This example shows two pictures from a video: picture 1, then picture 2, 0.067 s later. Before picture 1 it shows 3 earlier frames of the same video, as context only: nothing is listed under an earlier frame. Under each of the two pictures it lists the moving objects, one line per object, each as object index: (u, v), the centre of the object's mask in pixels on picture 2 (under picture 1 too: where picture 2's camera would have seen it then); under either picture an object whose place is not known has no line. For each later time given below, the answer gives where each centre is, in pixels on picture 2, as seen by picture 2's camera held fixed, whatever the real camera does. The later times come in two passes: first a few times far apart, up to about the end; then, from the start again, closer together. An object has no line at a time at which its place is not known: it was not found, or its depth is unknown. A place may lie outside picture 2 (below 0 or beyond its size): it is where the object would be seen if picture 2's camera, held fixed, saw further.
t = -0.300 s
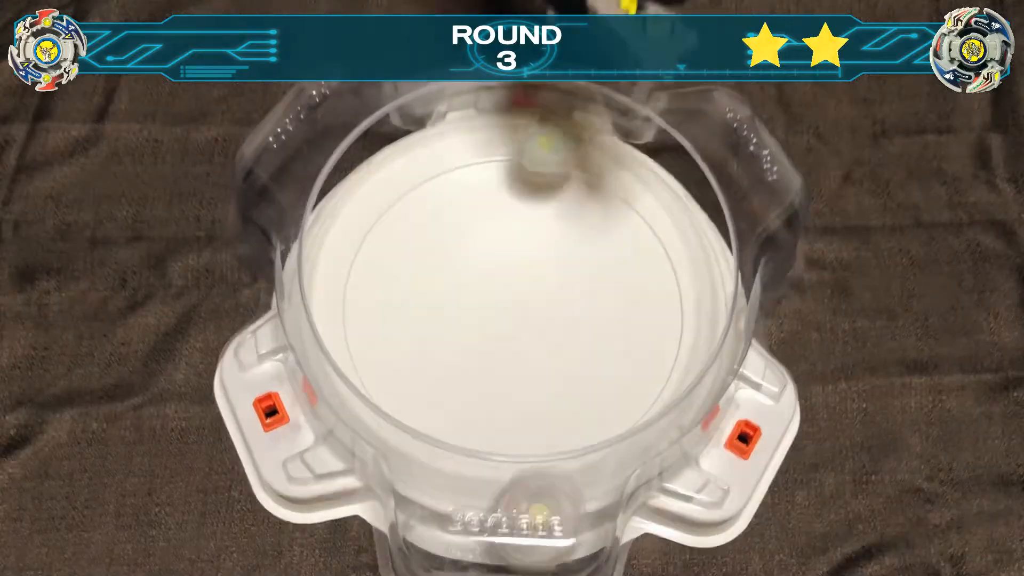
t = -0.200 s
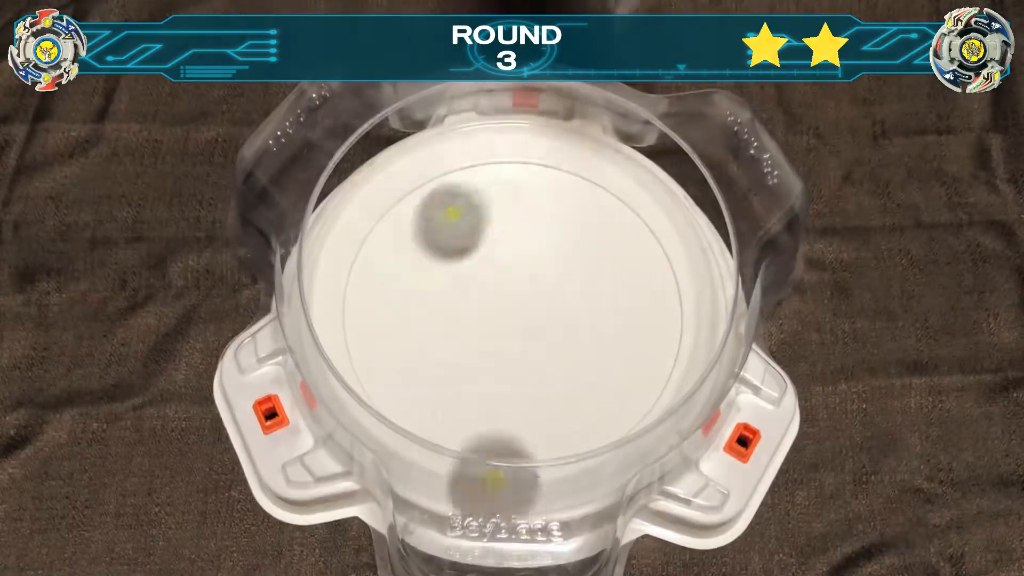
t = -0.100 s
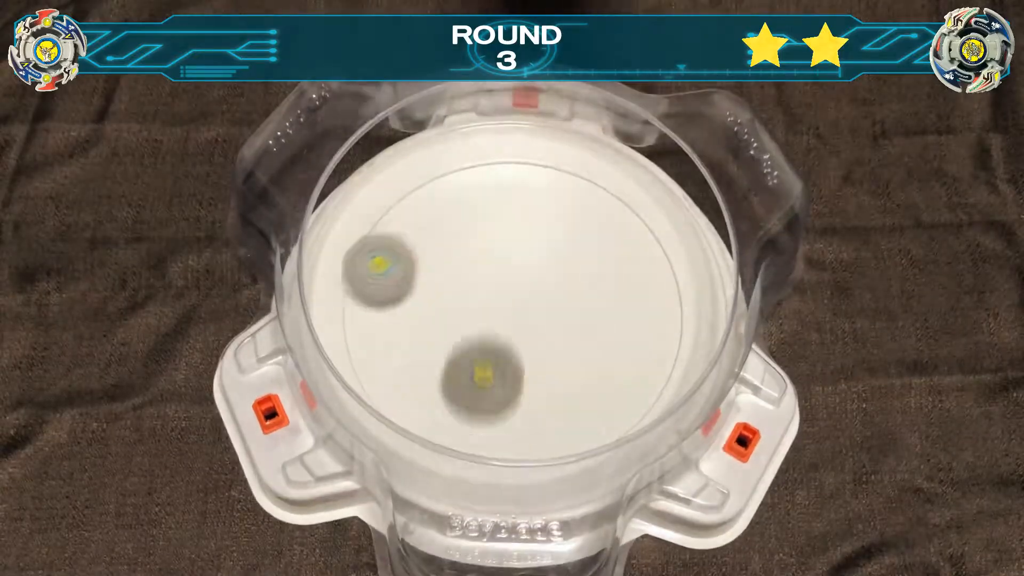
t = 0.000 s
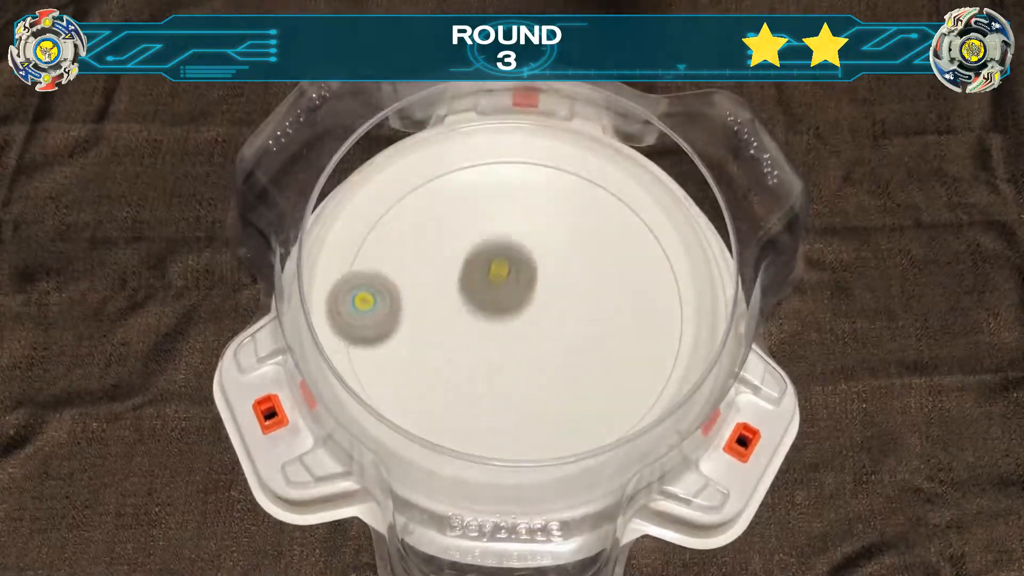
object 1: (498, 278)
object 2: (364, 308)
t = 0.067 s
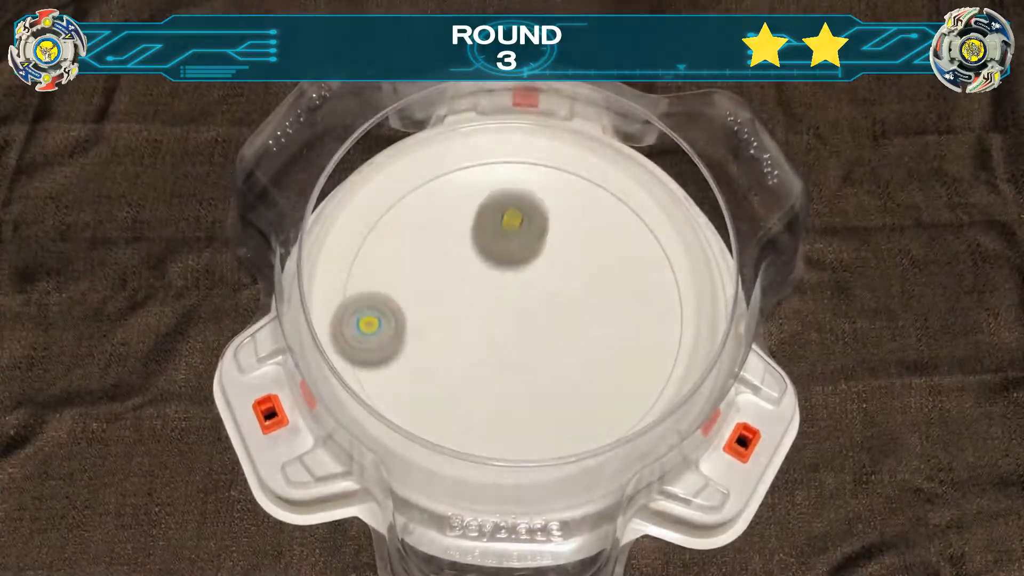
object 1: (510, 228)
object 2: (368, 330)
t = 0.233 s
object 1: (509, 195)
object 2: (405, 376)
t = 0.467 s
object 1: (472, 220)
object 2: (491, 396)
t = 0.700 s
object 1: (462, 267)
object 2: (566, 365)
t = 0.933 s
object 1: (482, 310)
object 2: (601, 304)
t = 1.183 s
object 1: (519, 328)
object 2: (581, 238)
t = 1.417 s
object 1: (546, 327)
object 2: (518, 225)
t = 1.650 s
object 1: (562, 317)
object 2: (470, 277)
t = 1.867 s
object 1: (562, 310)
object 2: (479, 339)
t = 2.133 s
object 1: (551, 305)
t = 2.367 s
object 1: (537, 310)
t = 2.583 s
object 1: (519, 316)
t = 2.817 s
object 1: (493, 329)
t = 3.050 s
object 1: (463, 365)
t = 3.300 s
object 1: (473, 379)
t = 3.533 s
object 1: (488, 375)
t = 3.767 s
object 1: (502, 377)
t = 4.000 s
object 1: (512, 455)
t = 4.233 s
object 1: (548, 428)
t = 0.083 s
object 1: (513, 220)
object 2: (370, 335)
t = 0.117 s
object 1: (518, 206)
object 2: (376, 345)
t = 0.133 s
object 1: (519, 201)
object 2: (379, 350)
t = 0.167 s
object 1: (519, 194)
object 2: (387, 359)
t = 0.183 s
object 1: (517, 194)
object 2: (391, 364)
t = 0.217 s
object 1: (513, 194)
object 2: (400, 372)
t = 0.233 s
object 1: (509, 195)
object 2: (405, 376)
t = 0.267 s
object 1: (503, 197)
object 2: (416, 382)
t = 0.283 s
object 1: (500, 199)
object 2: (422, 385)
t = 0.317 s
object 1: (494, 202)
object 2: (434, 390)
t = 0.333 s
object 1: (492, 203)
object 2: (440, 391)
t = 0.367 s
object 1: (486, 206)
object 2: (453, 394)
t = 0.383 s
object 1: (483, 208)
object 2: (459, 396)
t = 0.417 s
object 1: (479, 212)
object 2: (472, 397)
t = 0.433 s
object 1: (476, 215)
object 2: (478, 397)
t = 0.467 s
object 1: (472, 220)
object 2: (491, 396)
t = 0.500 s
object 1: (468, 225)
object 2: (503, 394)
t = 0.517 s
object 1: (466, 228)
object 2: (509, 393)
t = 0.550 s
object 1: (464, 235)
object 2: (521, 390)
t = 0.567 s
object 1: (463, 238)
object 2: (527, 388)
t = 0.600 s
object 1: (461, 245)
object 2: (538, 383)
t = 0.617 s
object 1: (461, 249)
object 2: (543, 380)
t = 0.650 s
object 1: (461, 256)
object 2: (553, 375)
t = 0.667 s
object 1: (461, 260)
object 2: (557, 372)
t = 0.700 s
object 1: (462, 267)
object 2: (566, 365)
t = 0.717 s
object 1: (462, 271)
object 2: (570, 361)
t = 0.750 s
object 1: (464, 278)
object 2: (577, 354)
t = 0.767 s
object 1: (465, 281)
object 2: (581, 350)
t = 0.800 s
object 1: (468, 288)
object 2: (587, 341)
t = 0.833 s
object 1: (470, 294)
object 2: (592, 332)
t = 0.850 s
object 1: (472, 297)
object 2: (594, 328)
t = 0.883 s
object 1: (475, 303)
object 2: (597, 318)
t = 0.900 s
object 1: (477, 305)
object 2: (599, 314)
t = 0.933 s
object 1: (482, 310)
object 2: (601, 304)
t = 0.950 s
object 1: (484, 312)
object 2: (602, 300)
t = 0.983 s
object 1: (488, 315)
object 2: (602, 290)
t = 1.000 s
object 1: (491, 316)
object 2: (602, 285)
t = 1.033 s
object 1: (496, 319)
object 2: (601, 276)
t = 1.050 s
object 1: (498, 320)
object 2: (600, 271)
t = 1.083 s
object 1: (503, 323)
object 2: (597, 262)
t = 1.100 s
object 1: (506, 324)
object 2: (595, 258)
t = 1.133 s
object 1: (511, 326)
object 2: (590, 250)
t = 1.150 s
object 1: (514, 327)
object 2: (587, 246)
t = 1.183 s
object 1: (519, 328)
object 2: (581, 238)
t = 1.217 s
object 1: (523, 329)
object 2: (574, 232)
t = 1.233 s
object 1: (525, 329)
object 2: (570, 229)
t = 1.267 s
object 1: (530, 329)
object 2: (561, 225)
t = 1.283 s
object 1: (532, 330)
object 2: (556, 224)
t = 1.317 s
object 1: (536, 329)
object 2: (547, 222)
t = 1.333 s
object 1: (538, 329)
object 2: (542, 221)
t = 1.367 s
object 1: (541, 329)
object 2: (532, 222)
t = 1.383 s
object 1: (543, 328)
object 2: (527, 223)
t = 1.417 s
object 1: (546, 327)
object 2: (518, 225)
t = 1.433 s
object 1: (548, 327)
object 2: (513, 227)
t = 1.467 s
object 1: (550, 326)
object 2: (504, 232)
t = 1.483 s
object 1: (552, 325)
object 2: (499, 235)
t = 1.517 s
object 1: (554, 324)
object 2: (491, 241)
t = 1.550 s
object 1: (556, 322)
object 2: (484, 250)
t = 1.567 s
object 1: (557, 322)
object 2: (481, 254)
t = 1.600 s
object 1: (559, 320)
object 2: (476, 263)
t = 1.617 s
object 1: (560, 319)
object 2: (473, 267)
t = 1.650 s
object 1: (562, 317)
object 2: (470, 277)
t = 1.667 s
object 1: (562, 317)
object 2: (469, 282)
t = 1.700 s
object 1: (563, 315)
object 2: (467, 292)
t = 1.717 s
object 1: (564, 315)
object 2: (467, 297)
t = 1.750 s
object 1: (564, 313)
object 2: (468, 307)
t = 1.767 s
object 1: (564, 313)
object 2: (468, 312)
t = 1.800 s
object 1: (564, 312)
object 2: (471, 321)
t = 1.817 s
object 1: (563, 311)
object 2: (472, 326)
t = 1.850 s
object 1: (562, 310)
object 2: (477, 335)
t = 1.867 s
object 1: (562, 310)
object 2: (479, 339)
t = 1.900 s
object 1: (561, 309)
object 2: (485, 347)
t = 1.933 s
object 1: (560, 308)
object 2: (492, 354)
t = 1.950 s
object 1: (559, 308)
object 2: (496, 357)
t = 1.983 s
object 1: (558, 307)
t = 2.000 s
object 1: (558, 307)
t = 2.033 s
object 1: (556, 306)
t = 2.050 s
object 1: (555, 306)
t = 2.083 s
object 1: (554, 305)
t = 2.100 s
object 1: (553, 305)
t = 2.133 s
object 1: (551, 305)
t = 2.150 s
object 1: (551, 305)
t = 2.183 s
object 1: (549, 305)
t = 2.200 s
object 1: (548, 305)
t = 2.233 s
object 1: (546, 306)
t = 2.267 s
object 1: (544, 307)
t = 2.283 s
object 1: (542, 308)
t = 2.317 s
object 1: (540, 308)
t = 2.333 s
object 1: (539, 309)
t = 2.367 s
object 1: (537, 310)
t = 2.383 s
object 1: (536, 310)
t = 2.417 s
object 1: (532, 310)
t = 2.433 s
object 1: (530, 311)
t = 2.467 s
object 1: (527, 311)
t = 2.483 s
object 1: (526, 312)
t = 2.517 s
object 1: (523, 313)
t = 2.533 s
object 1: (522, 314)
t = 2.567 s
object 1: (520, 316)
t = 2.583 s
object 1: (519, 316)
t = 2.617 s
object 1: (517, 318)
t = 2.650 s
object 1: (509, 320)
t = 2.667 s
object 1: (506, 321)
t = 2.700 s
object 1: (500, 323)
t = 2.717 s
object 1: (498, 324)
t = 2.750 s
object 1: (496, 325)
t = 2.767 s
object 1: (495, 327)
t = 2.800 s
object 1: (494, 328)
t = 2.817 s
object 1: (493, 329)
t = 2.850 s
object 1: (492, 331)
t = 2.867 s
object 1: (492, 332)
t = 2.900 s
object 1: (491, 333)
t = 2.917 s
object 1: (490, 334)
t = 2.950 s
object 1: (489, 337)
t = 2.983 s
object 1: (476, 349)
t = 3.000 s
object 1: (471, 354)
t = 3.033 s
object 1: (464, 362)
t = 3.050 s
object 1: (463, 365)
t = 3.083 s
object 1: (462, 368)
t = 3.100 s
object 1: (463, 370)
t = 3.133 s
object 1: (464, 372)
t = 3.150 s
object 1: (465, 373)
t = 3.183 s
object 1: (466, 375)
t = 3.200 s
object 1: (468, 376)
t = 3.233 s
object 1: (469, 377)
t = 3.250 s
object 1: (470, 378)
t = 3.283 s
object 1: (472, 378)
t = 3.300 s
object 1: (473, 379)
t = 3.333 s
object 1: (476, 379)
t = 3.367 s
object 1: (478, 379)
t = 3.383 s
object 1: (479, 378)
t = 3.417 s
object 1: (481, 377)
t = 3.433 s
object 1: (482, 376)
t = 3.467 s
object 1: (484, 375)
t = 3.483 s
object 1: (486, 374)
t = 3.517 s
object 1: (487, 373)
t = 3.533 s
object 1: (488, 375)
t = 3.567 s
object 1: (489, 382)
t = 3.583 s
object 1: (490, 384)
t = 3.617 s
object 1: (492, 384)
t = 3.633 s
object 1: (493, 384)
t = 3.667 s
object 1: (495, 383)
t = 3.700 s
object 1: (498, 381)
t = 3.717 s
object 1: (499, 380)
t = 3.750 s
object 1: (501, 378)
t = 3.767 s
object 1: (502, 377)
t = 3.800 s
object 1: (504, 375)
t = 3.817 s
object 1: (505, 375)
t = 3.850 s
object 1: (503, 405)
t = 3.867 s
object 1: (503, 417)
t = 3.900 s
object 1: (503, 435)
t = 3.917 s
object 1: (503, 444)
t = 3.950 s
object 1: (505, 453)
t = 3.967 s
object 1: (507, 455)
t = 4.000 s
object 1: (512, 455)
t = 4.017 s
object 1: (516, 454)
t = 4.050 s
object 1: (522, 453)
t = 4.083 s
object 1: (527, 450)
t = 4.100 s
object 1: (530, 449)
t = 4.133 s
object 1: (535, 446)
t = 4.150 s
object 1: (537, 444)
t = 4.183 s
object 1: (541, 441)
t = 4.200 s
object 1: (544, 439)
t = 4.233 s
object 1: (548, 428)
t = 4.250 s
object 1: (549, 427)
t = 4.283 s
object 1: (553, 424)
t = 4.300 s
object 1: (555, 422)
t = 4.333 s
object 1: (558, 418)
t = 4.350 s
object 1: (560, 417)
